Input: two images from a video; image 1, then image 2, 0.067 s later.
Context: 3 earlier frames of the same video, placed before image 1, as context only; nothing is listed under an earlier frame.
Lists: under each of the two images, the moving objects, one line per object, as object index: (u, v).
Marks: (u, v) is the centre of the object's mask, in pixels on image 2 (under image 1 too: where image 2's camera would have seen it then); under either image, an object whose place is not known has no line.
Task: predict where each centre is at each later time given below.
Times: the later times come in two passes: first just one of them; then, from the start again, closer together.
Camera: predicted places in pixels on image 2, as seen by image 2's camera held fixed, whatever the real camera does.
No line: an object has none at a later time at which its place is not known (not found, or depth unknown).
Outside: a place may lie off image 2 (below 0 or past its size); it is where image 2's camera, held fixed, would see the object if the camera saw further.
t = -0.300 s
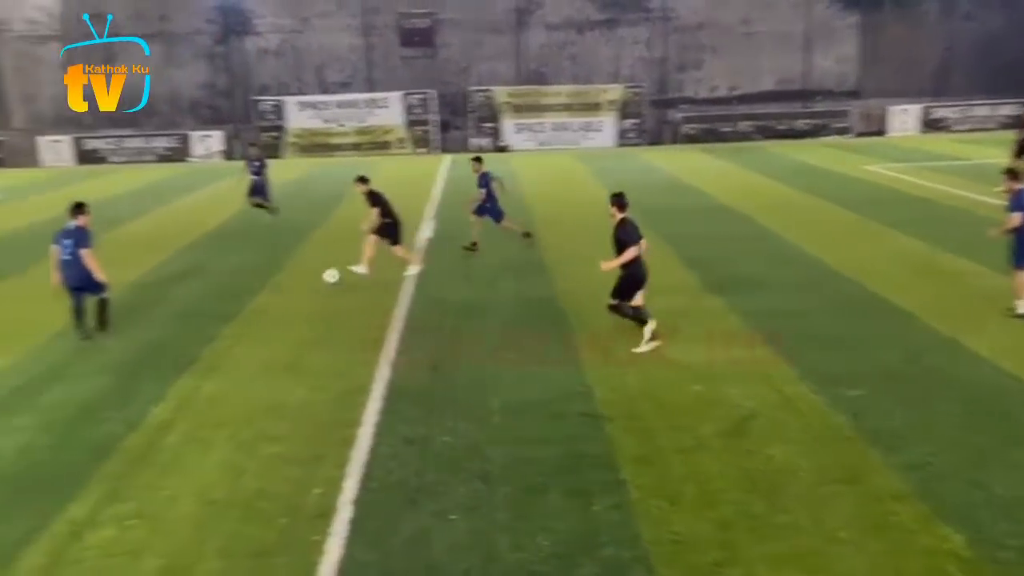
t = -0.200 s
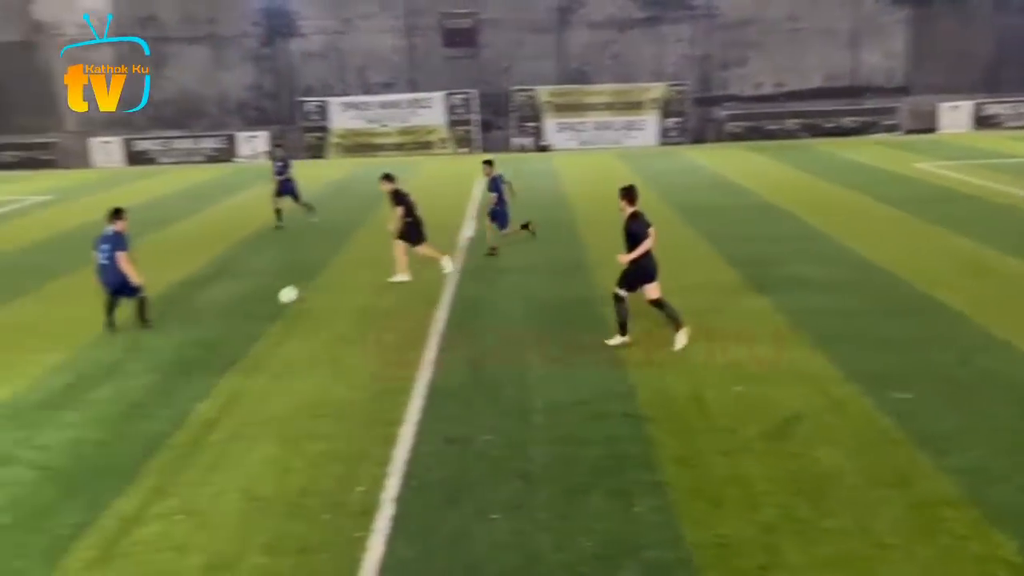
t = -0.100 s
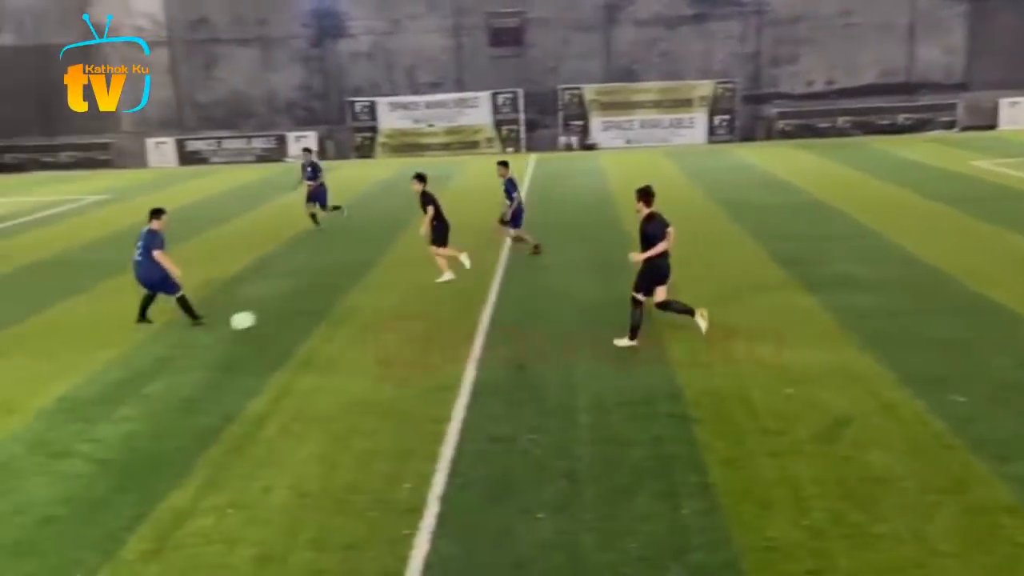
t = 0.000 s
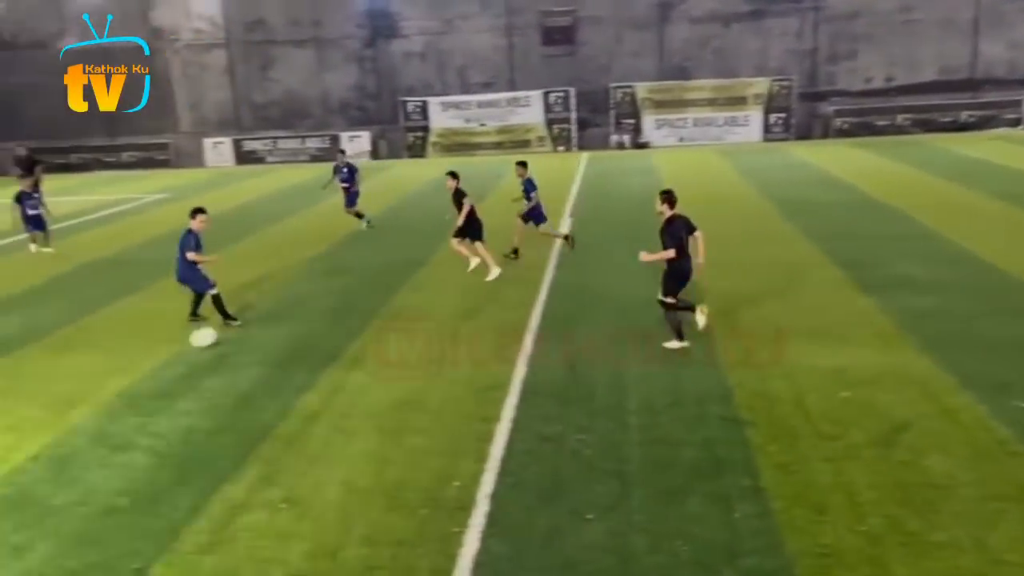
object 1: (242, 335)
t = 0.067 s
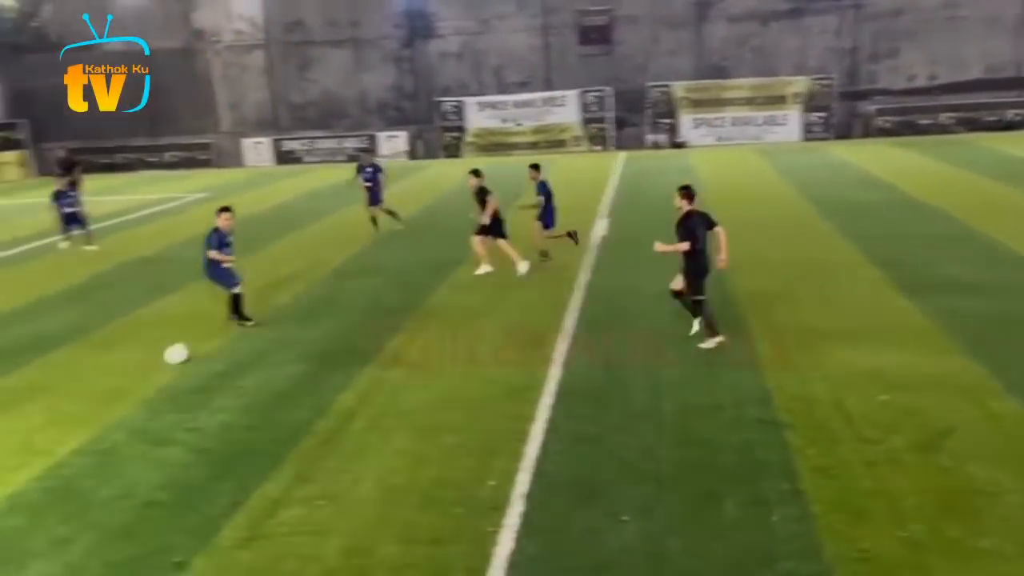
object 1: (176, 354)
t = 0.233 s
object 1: (7, 398)
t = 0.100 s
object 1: (143, 362)
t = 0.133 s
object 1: (110, 369)
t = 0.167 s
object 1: (76, 377)
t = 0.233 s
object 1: (7, 398)
